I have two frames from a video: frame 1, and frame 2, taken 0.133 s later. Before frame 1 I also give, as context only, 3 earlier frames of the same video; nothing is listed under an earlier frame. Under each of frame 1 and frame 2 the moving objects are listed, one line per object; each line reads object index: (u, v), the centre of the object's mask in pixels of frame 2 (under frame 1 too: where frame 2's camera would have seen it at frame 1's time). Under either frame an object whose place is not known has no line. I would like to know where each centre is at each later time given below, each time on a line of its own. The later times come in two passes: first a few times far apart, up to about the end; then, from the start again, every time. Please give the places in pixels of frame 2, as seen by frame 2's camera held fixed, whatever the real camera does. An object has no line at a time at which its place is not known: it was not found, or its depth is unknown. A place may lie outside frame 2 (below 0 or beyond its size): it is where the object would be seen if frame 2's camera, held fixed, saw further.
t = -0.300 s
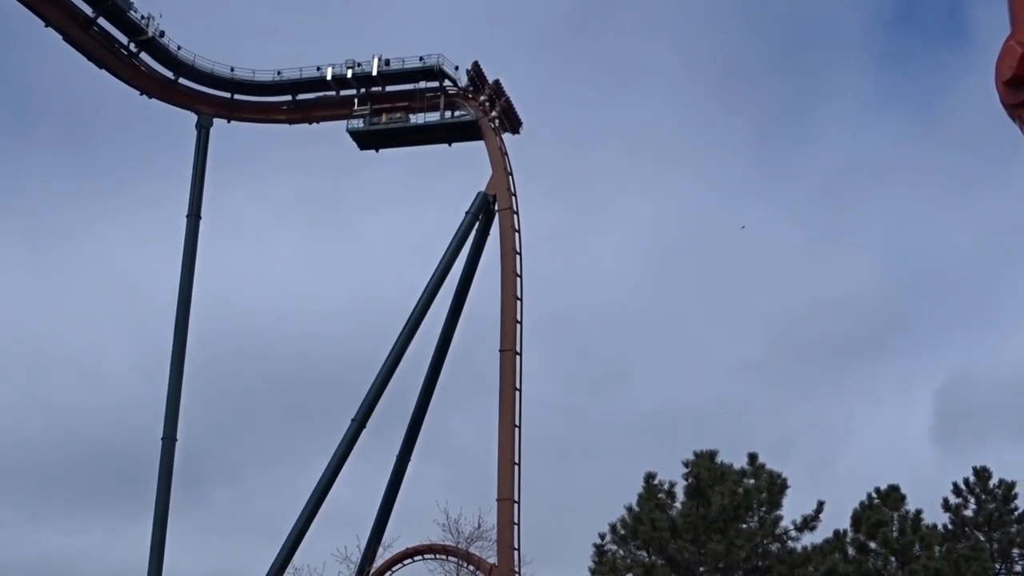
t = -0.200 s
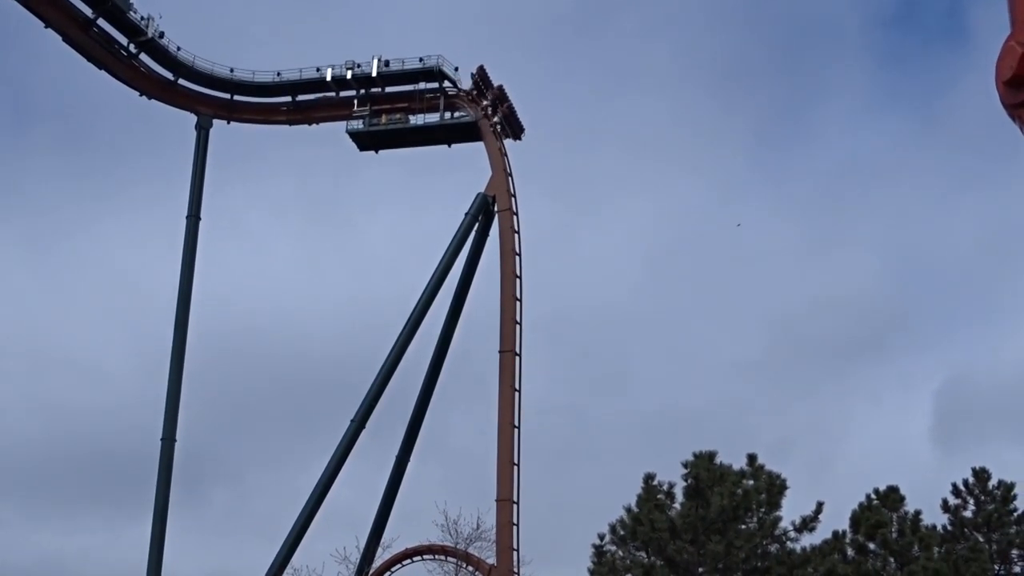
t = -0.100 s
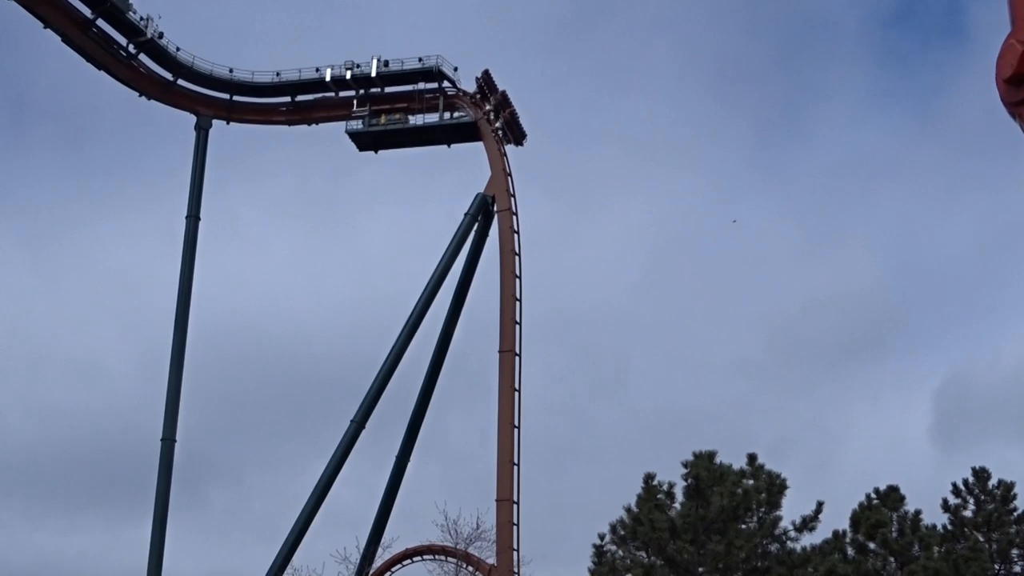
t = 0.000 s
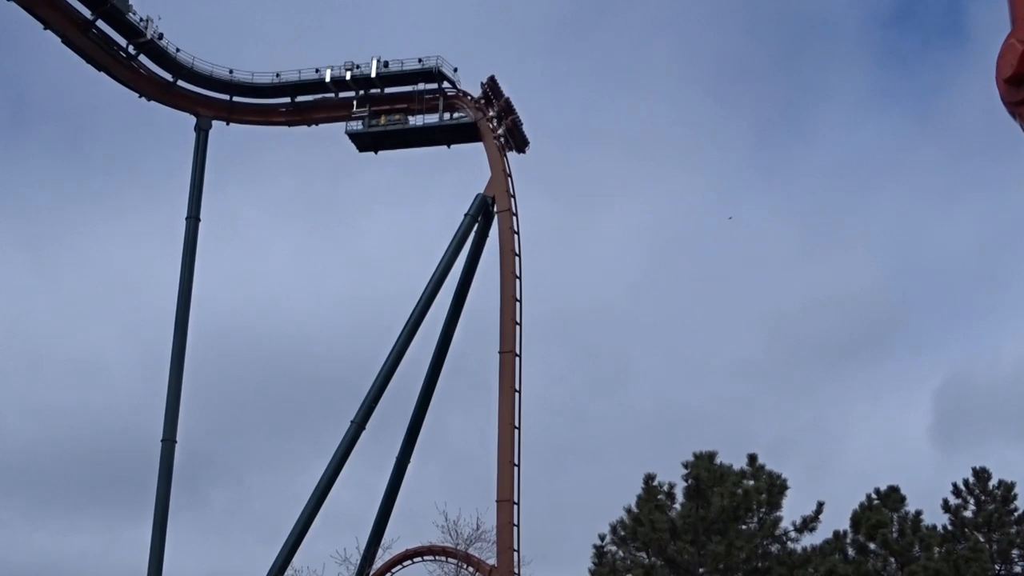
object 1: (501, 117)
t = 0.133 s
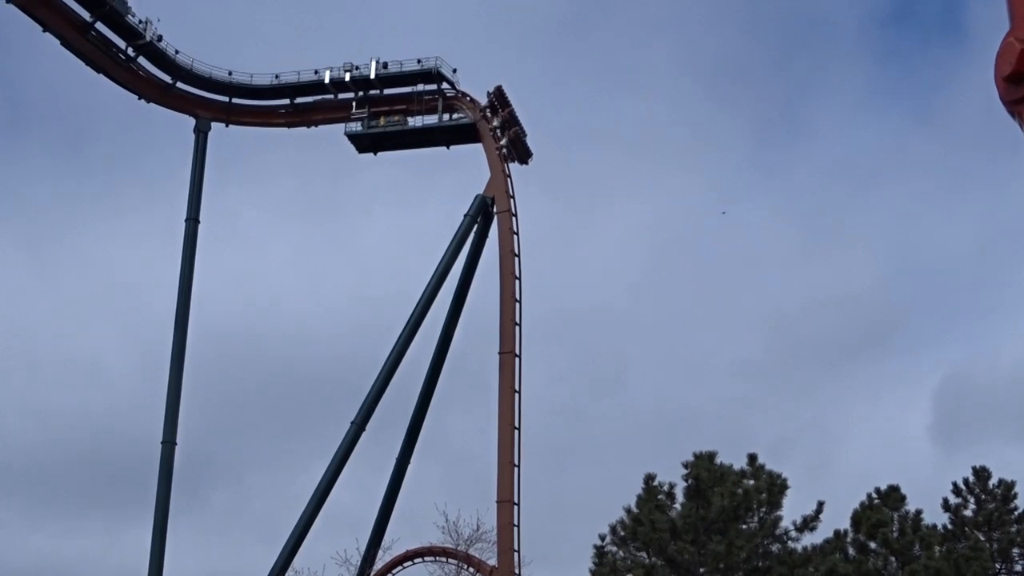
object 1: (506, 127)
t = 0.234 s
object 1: (510, 135)
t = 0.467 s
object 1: (518, 160)
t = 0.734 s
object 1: (525, 197)
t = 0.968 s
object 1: (529, 237)
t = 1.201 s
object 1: (531, 285)
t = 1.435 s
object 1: (531, 339)
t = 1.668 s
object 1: (530, 402)
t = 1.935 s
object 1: (530, 486)
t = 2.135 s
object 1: (530, 557)
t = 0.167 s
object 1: (507, 130)
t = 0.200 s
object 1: (508, 132)
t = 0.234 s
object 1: (510, 135)
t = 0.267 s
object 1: (511, 139)
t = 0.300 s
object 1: (512, 142)
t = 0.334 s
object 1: (513, 145)
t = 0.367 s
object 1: (515, 149)
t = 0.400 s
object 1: (516, 152)
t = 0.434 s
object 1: (517, 156)
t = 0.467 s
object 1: (518, 160)
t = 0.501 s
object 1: (519, 164)
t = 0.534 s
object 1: (520, 168)
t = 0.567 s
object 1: (521, 173)
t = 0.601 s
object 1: (521, 177)
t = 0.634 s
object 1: (522, 182)
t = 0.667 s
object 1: (523, 187)
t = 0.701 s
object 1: (524, 192)
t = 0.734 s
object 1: (525, 197)
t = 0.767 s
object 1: (525, 203)
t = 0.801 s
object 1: (526, 208)
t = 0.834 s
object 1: (527, 213)
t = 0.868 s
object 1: (527, 219)
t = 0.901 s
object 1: (527, 225)
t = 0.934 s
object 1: (528, 231)
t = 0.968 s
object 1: (529, 237)
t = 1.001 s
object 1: (529, 243)
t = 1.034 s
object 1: (529, 250)
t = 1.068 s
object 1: (530, 256)
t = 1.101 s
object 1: (530, 263)
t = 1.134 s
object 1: (530, 270)
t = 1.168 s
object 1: (530, 277)
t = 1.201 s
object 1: (531, 285)
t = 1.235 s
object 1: (531, 292)
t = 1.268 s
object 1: (531, 300)
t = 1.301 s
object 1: (531, 307)
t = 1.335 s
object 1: (531, 314)
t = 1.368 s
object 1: (531, 323)
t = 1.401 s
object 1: (531, 331)
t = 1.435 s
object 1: (531, 339)
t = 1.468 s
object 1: (531, 348)
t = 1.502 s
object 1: (531, 356)
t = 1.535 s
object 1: (530, 365)
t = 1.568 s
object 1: (530, 374)
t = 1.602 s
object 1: (530, 383)
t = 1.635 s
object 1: (530, 393)
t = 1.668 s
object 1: (530, 402)
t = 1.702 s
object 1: (530, 412)
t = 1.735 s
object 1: (530, 422)
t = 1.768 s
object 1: (530, 432)
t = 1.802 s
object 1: (530, 443)
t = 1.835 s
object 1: (530, 453)
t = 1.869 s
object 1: (530, 464)
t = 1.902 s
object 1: (530, 475)
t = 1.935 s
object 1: (530, 486)
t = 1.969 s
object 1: (529, 497)
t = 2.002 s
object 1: (529, 509)
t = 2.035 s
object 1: (529, 520)
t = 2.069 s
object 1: (529, 533)
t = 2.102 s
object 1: (530, 545)
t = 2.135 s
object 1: (530, 557)
